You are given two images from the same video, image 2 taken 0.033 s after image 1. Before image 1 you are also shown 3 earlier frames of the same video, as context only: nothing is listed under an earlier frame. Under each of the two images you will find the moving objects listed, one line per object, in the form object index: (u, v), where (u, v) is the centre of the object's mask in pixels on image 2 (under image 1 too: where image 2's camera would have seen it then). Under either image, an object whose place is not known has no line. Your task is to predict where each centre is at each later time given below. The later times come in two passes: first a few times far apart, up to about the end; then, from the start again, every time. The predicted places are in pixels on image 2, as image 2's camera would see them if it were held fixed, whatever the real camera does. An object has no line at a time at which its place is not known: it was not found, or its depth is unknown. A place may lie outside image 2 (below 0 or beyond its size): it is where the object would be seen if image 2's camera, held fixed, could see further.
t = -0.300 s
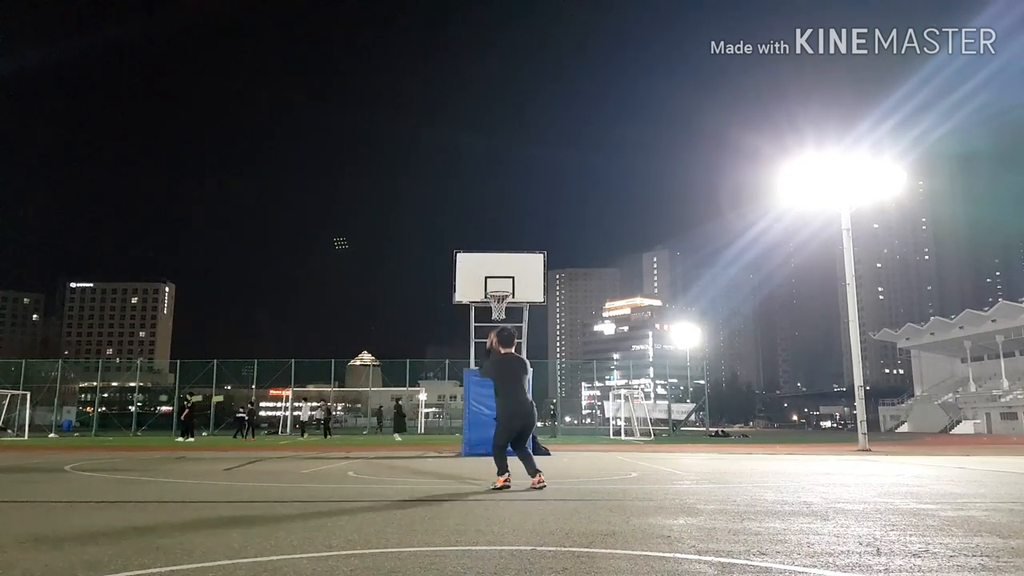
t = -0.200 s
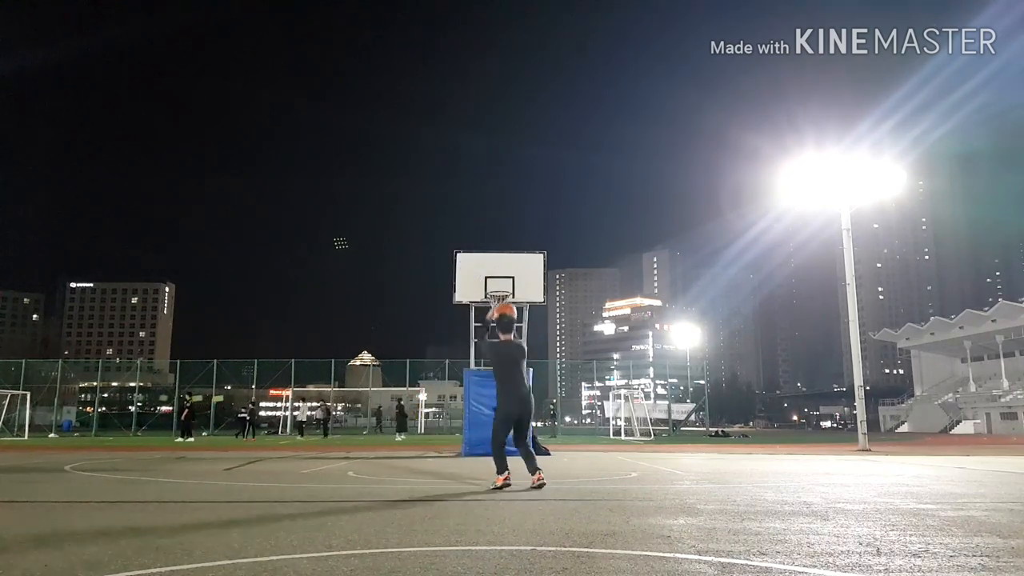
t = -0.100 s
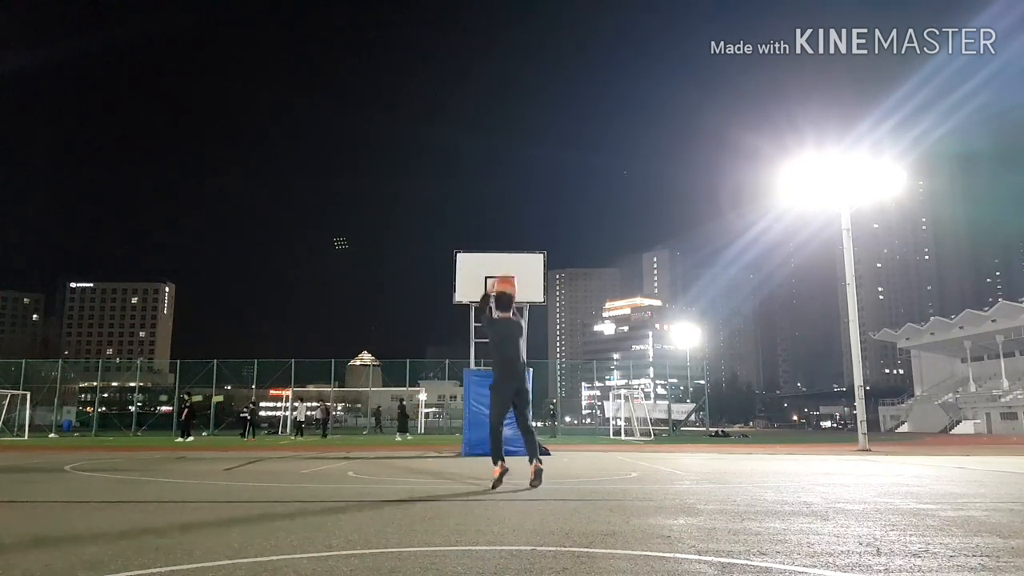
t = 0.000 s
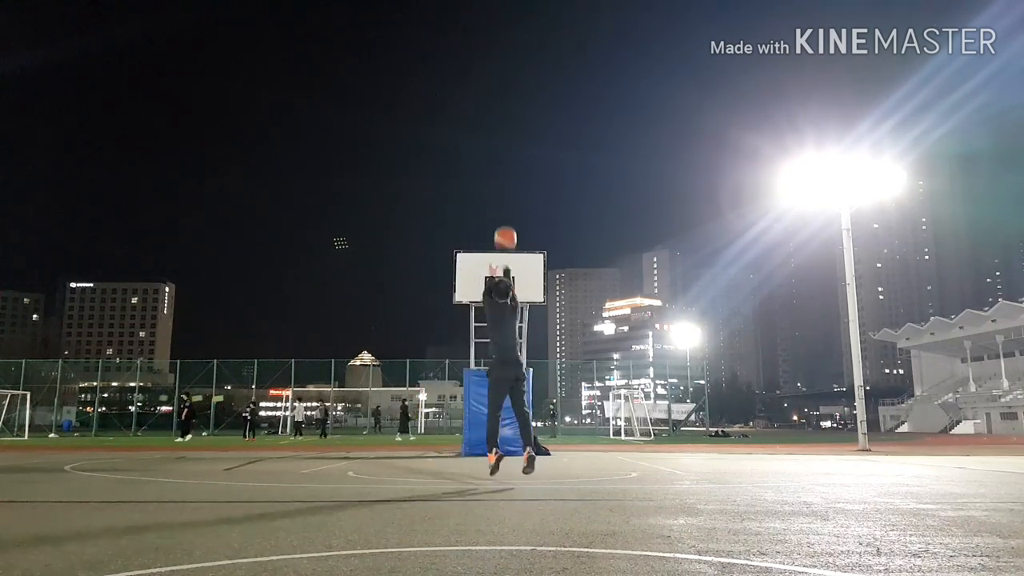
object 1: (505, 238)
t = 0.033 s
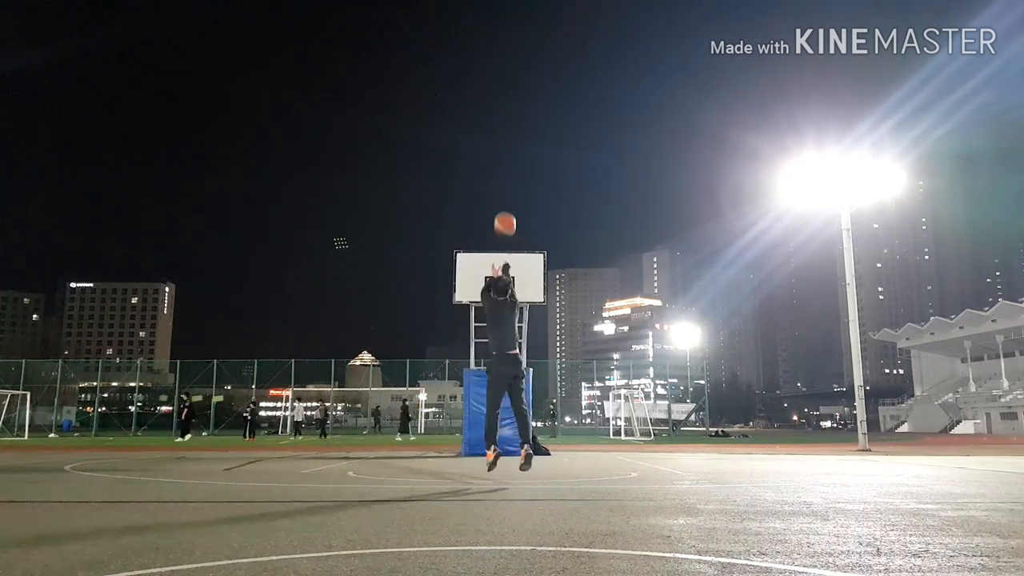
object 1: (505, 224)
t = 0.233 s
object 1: (503, 167)
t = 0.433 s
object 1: (502, 149)
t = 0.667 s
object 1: (500, 162)
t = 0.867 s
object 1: (498, 195)
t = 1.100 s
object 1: (496, 253)
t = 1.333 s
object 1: (509, 308)
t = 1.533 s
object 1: (519, 322)
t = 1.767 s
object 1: (533, 366)
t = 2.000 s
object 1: (545, 442)
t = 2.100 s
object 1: (548, 434)
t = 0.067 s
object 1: (505, 211)
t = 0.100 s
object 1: (504, 200)
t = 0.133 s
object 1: (504, 190)
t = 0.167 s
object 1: (503, 181)
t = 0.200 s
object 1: (503, 173)
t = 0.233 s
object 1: (503, 167)
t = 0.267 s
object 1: (503, 162)
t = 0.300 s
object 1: (502, 157)
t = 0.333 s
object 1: (502, 154)
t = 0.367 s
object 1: (502, 151)
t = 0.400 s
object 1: (502, 150)
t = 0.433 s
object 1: (502, 149)
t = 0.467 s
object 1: (502, 148)
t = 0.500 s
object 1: (501, 149)
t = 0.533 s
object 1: (501, 150)
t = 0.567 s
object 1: (501, 152)
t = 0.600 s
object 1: (501, 155)
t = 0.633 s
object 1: (500, 158)
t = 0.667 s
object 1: (500, 162)
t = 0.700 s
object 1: (500, 166)
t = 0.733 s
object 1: (500, 171)
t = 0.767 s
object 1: (499, 176)
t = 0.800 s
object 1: (499, 182)
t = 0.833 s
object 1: (499, 188)
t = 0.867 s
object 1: (498, 195)
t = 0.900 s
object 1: (498, 202)
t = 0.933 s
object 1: (498, 210)
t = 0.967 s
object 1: (498, 218)
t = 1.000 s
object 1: (497, 226)
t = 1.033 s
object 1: (497, 235)
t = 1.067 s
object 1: (497, 244)
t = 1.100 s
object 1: (496, 253)
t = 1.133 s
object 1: (496, 264)
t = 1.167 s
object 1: (496, 274)
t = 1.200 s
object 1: (494, 285)
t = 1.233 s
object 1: (494, 291)
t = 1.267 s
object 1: (498, 298)
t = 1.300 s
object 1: (506, 306)
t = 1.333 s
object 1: (509, 308)
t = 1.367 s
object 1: (510, 310)
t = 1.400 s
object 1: (512, 311)
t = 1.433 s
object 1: (514, 313)
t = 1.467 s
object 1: (515, 315)
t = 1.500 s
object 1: (517, 318)
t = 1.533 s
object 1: (519, 322)
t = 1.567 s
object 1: (520, 326)
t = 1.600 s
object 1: (523, 332)
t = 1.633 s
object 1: (525, 337)
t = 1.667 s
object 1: (527, 343)
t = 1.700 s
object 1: (529, 350)
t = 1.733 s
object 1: (531, 358)
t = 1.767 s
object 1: (533, 366)
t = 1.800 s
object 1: (534, 374)
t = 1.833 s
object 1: (537, 384)
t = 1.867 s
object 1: (538, 394)
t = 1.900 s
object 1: (540, 406)
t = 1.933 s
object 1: (542, 417)
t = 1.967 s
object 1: (543, 430)
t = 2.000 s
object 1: (545, 442)
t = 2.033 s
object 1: (546, 454)
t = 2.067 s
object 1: (548, 444)
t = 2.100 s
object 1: (548, 434)
